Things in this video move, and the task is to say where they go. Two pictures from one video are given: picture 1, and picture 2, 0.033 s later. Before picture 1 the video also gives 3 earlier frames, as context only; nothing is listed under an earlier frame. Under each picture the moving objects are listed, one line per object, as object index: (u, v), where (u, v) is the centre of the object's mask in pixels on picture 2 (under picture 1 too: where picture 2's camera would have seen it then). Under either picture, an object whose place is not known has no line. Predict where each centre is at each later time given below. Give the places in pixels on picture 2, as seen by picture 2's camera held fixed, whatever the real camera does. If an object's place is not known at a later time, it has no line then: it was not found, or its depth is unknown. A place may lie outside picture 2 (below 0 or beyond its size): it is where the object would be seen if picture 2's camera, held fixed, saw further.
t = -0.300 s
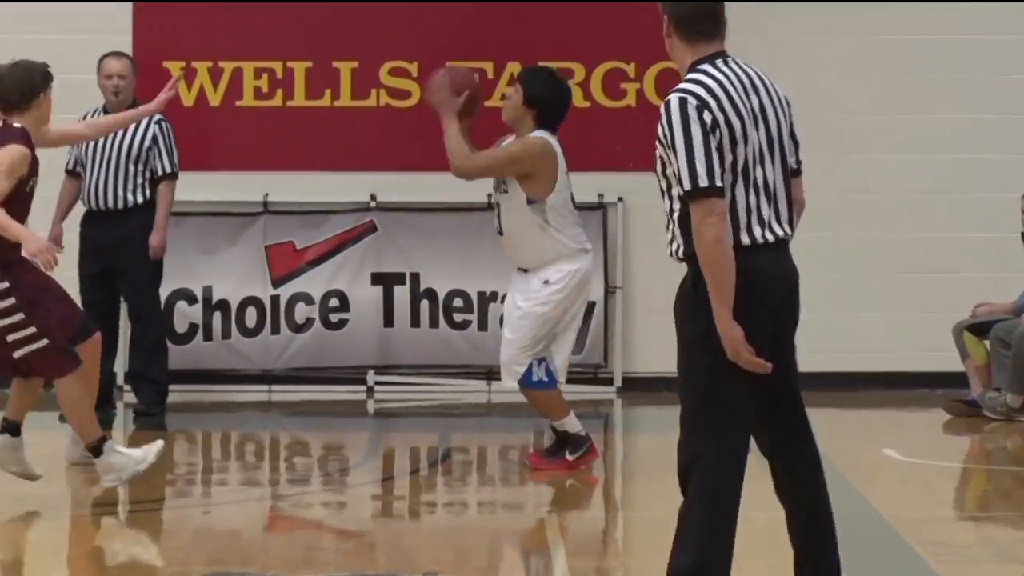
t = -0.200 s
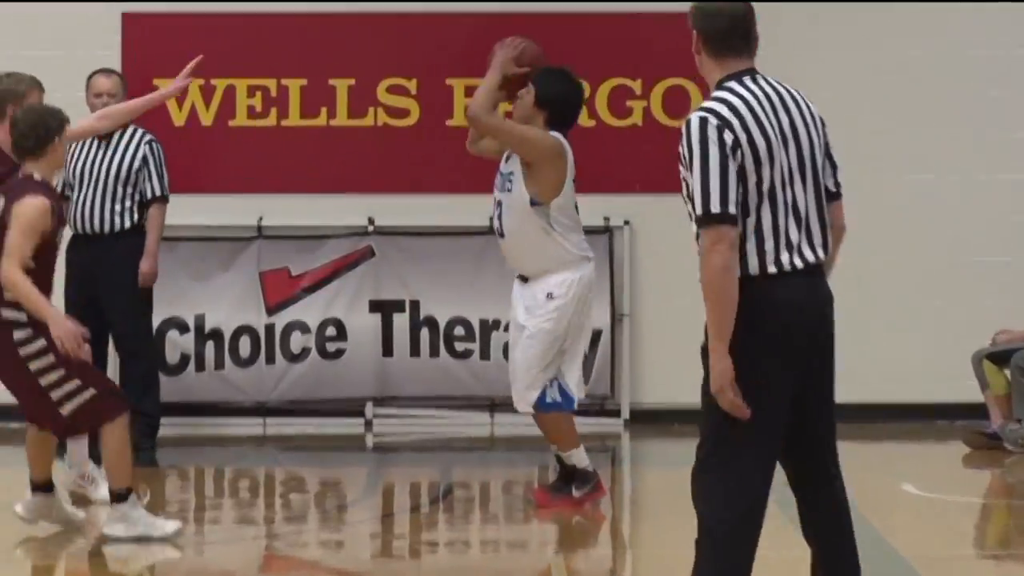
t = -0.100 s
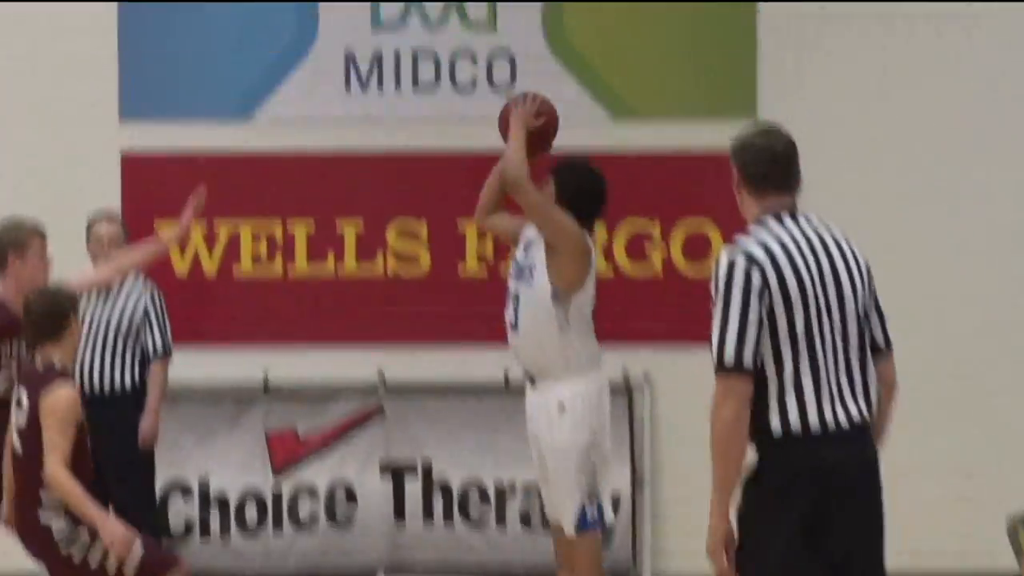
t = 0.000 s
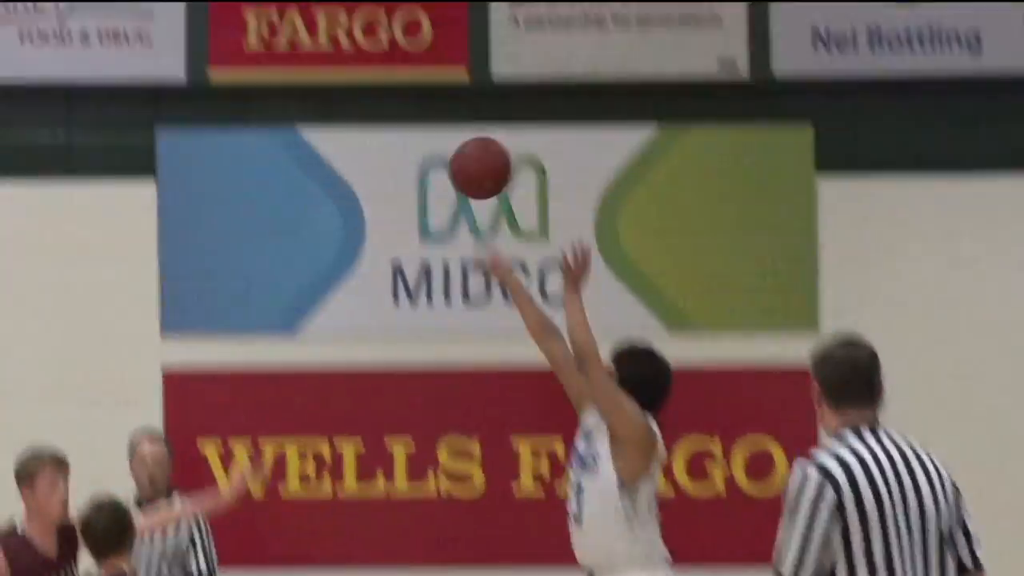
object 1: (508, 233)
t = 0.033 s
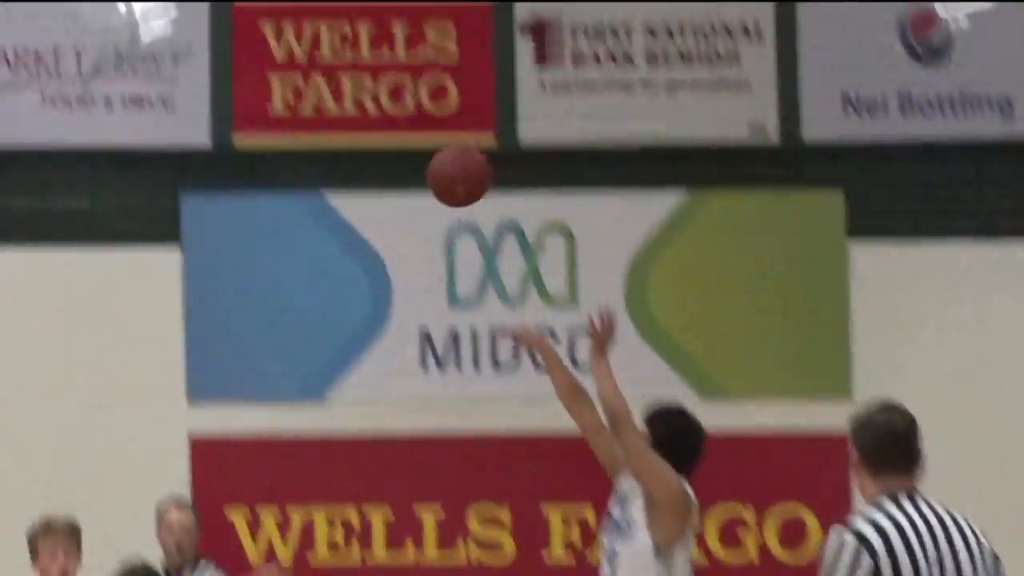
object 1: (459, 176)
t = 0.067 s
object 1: (408, 121)
